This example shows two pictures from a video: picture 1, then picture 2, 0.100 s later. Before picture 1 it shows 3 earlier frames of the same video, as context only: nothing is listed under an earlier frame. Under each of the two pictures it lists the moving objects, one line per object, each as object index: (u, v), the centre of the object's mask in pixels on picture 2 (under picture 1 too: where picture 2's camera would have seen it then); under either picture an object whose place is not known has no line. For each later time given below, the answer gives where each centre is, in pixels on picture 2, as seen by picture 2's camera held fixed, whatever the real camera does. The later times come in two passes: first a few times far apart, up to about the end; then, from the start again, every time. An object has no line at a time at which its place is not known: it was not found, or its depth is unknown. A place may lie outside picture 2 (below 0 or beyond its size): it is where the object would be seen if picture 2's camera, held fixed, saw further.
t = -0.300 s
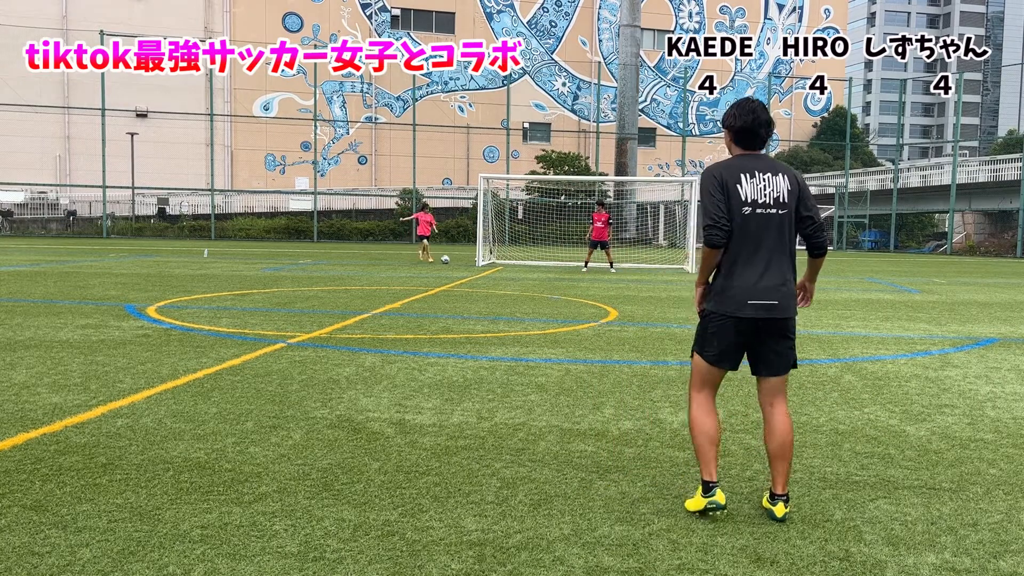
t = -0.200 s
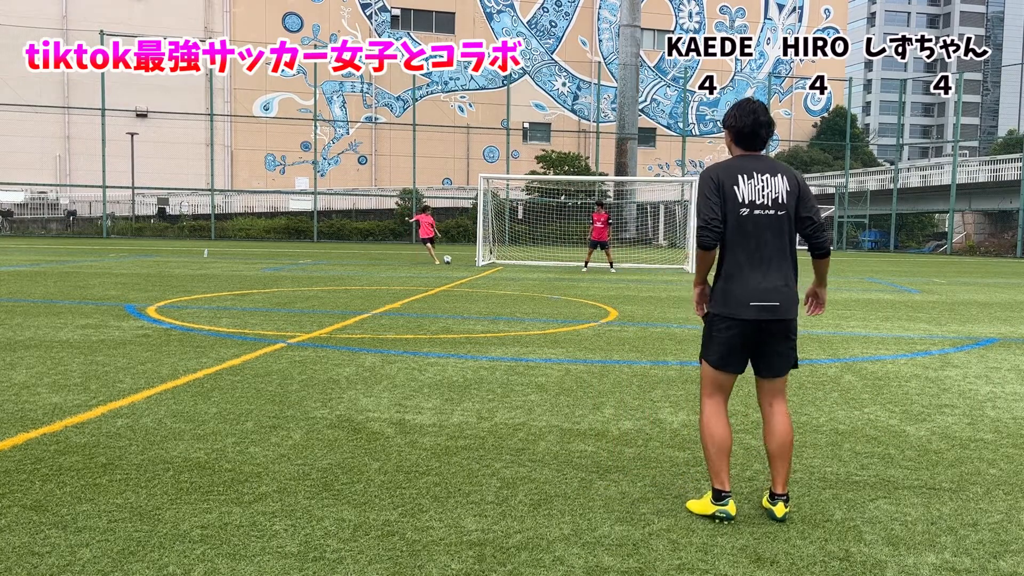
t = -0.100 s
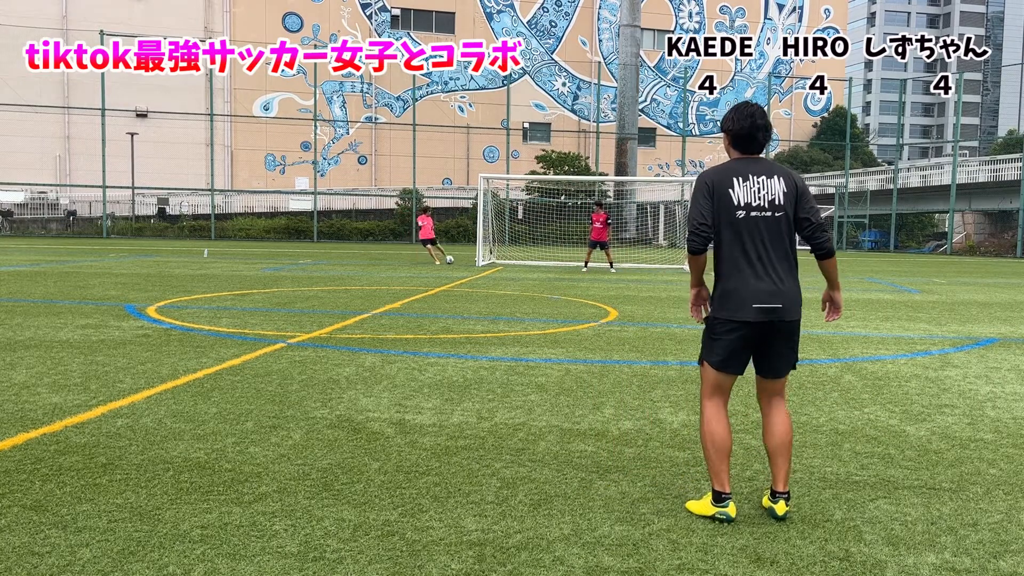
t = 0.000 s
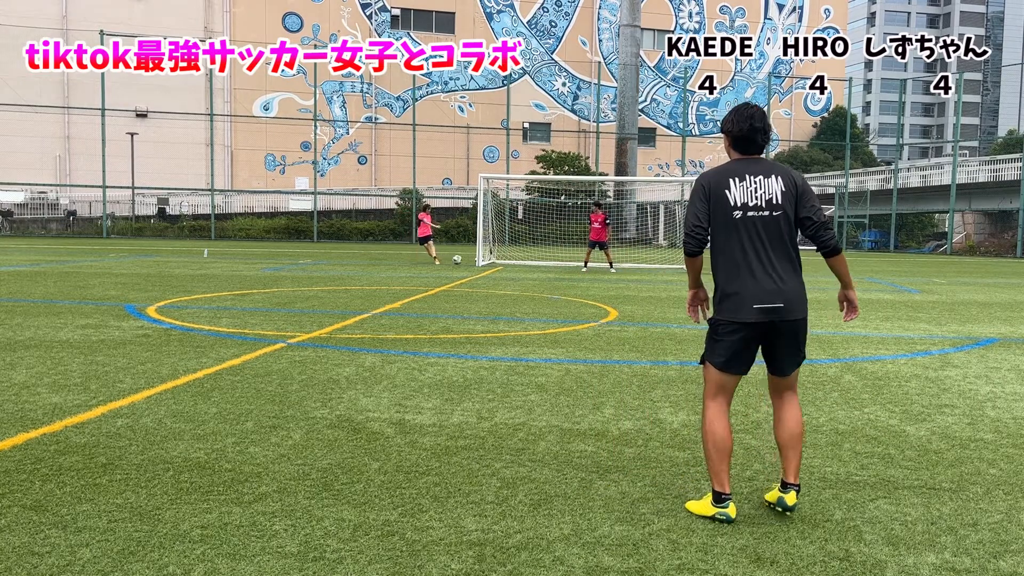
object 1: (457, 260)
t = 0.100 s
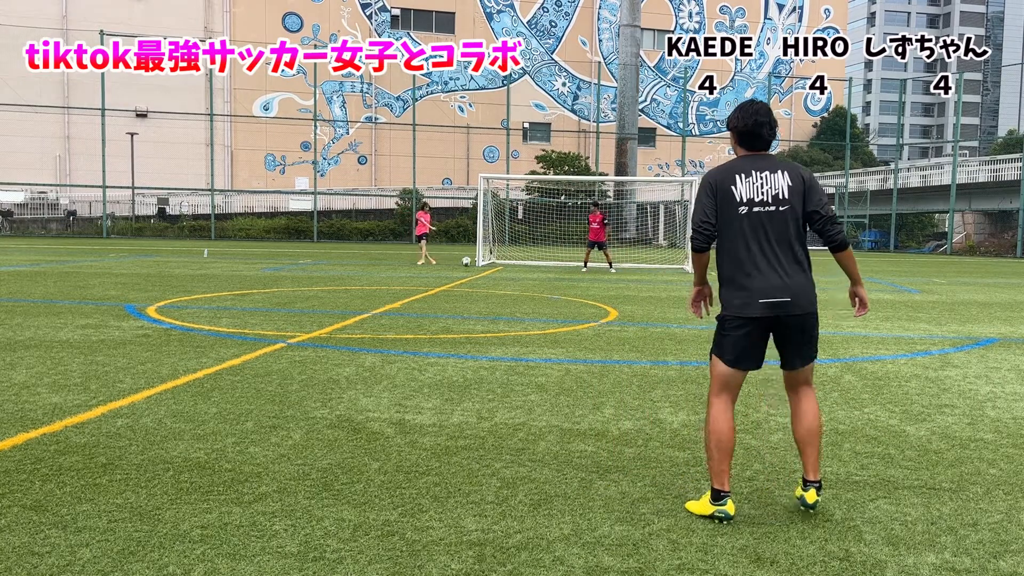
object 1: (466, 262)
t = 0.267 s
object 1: (487, 273)
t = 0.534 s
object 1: (537, 291)
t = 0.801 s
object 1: (622, 317)
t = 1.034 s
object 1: (744, 352)
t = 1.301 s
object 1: (996, 429)
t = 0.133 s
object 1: (470, 263)
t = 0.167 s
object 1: (472, 265)
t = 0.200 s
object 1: (477, 268)
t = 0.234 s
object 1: (482, 270)
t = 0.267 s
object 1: (487, 273)
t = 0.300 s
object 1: (492, 277)
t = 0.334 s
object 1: (497, 278)
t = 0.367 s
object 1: (503, 279)
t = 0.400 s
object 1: (509, 280)
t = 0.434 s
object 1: (515, 282)
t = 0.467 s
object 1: (522, 284)
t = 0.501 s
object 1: (529, 287)
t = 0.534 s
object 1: (537, 291)
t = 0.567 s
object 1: (546, 294)
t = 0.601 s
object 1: (554, 297)
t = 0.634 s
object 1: (564, 299)
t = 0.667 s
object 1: (574, 303)
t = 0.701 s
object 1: (584, 307)
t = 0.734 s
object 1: (596, 311)
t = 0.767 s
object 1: (608, 314)
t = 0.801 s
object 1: (622, 317)
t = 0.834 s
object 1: (636, 322)
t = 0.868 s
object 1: (651, 327)
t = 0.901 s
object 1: (668, 331)
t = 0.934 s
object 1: (684, 335)
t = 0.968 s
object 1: (703, 339)
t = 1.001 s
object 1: (723, 344)
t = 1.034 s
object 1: (744, 352)
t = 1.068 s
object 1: (766, 362)
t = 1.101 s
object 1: (792, 370)
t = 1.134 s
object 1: (818, 376)
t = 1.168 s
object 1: (847, 382)
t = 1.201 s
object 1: (879, 390)
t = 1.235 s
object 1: (914, 402)
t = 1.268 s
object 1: (953, 417)
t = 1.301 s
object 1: (996, 429)
